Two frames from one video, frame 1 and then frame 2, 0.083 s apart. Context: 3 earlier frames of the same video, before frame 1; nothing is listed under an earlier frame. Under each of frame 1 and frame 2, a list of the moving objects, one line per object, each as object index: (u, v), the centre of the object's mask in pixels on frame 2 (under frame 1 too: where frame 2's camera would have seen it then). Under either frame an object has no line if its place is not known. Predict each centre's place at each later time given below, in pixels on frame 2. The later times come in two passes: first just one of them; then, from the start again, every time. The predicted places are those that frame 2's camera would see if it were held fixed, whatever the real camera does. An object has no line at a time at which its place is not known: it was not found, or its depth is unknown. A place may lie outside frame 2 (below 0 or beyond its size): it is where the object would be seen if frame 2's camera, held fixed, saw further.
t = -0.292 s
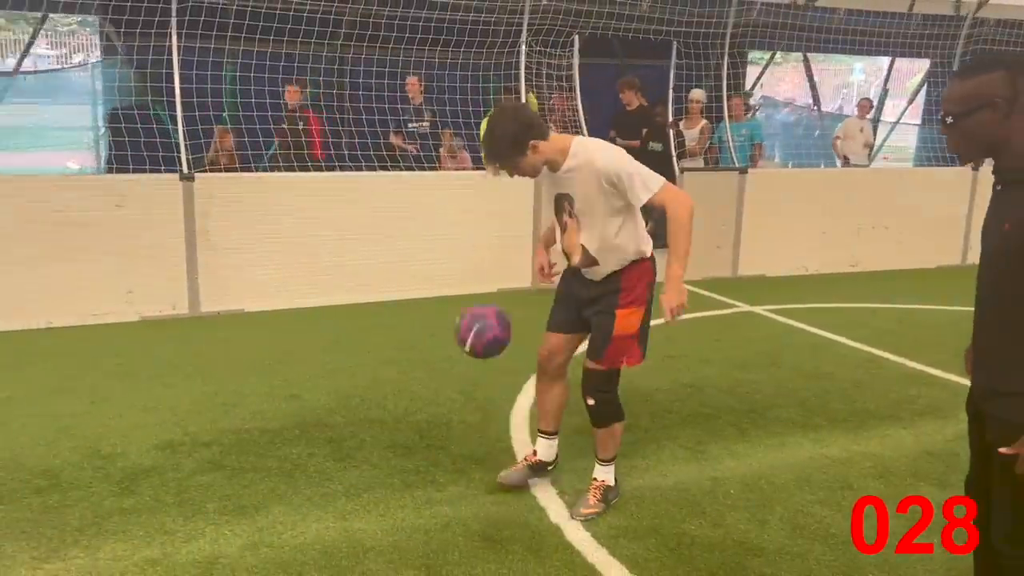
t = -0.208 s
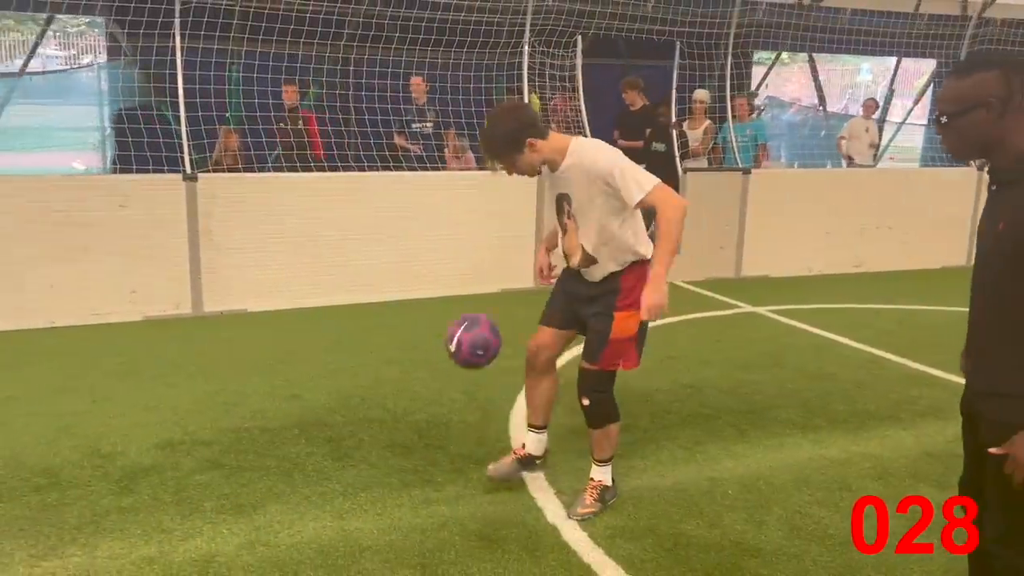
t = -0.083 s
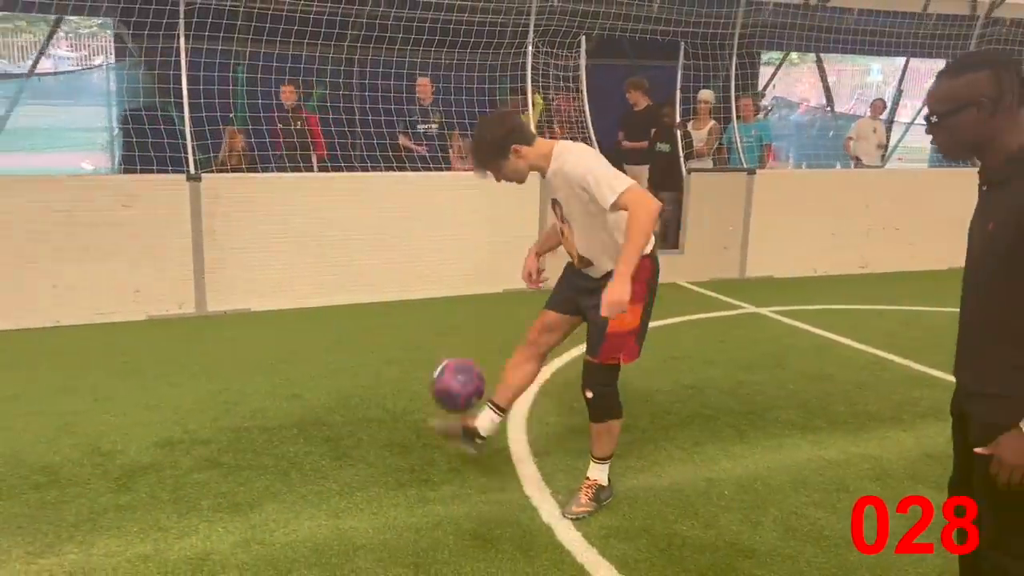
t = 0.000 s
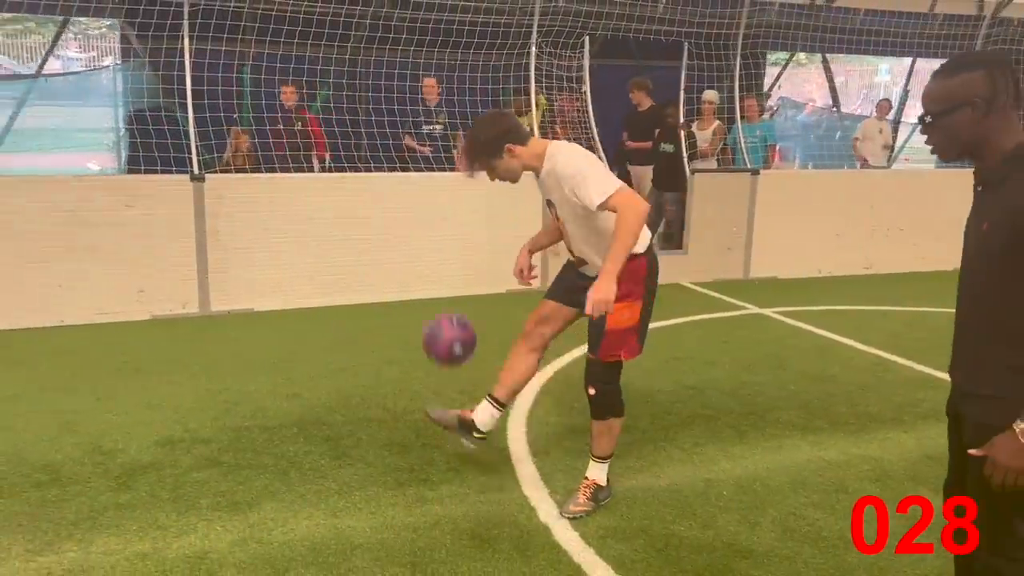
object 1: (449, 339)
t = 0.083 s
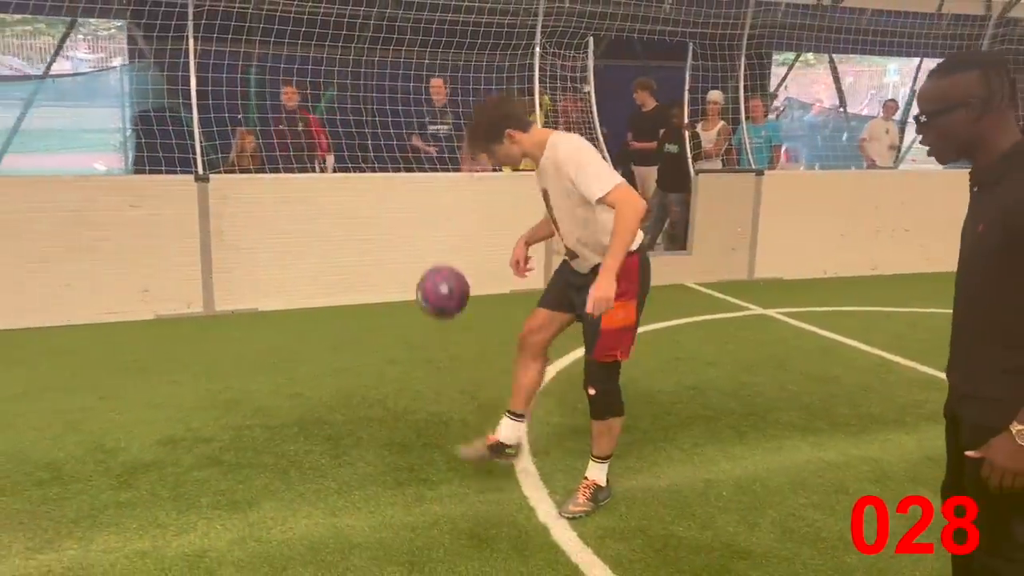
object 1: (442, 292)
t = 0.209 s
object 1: (431, 249)
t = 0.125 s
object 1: (439, 273)
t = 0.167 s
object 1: (434, 259)
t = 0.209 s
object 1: (431, 249)
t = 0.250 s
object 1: (428, 243)
